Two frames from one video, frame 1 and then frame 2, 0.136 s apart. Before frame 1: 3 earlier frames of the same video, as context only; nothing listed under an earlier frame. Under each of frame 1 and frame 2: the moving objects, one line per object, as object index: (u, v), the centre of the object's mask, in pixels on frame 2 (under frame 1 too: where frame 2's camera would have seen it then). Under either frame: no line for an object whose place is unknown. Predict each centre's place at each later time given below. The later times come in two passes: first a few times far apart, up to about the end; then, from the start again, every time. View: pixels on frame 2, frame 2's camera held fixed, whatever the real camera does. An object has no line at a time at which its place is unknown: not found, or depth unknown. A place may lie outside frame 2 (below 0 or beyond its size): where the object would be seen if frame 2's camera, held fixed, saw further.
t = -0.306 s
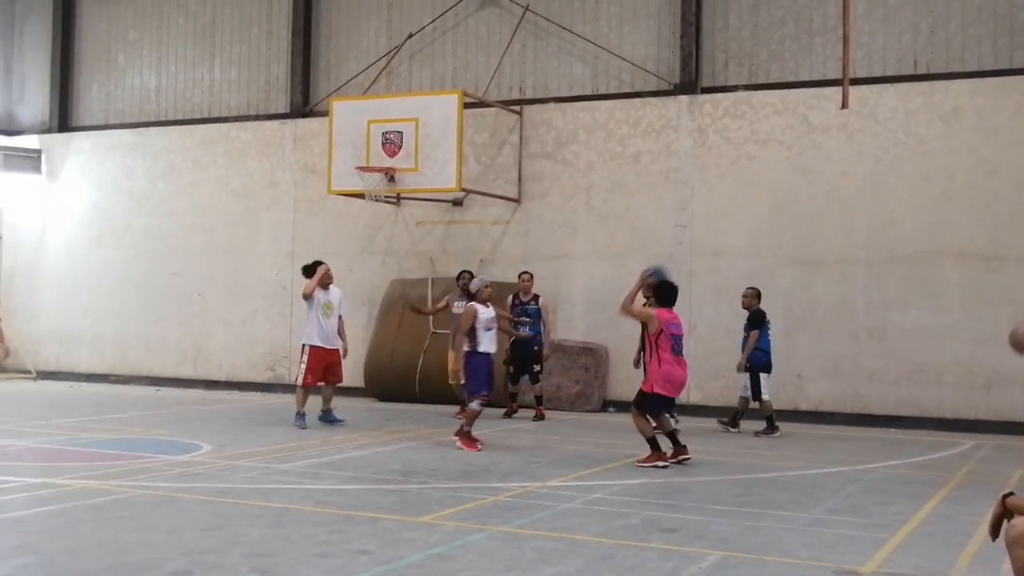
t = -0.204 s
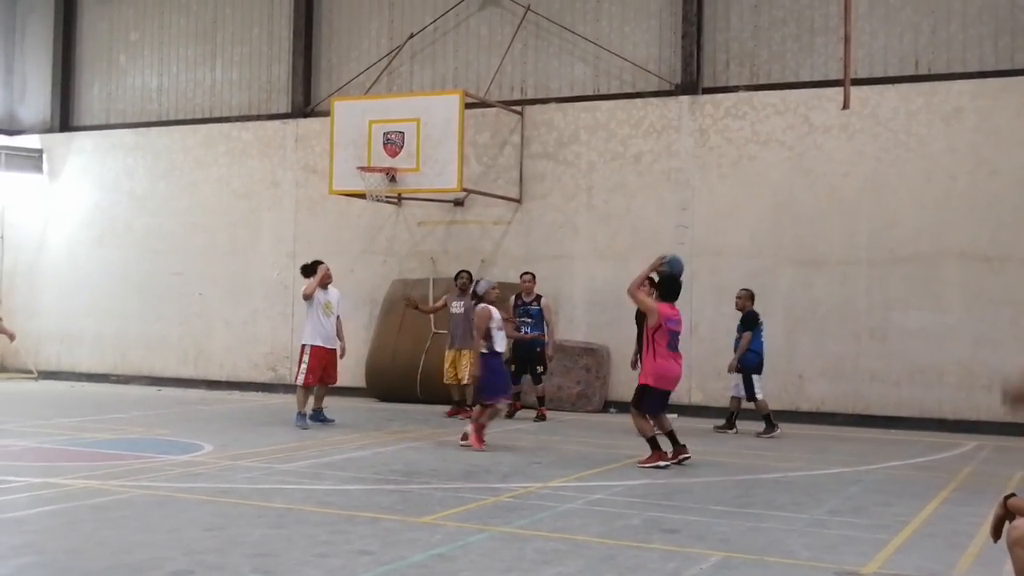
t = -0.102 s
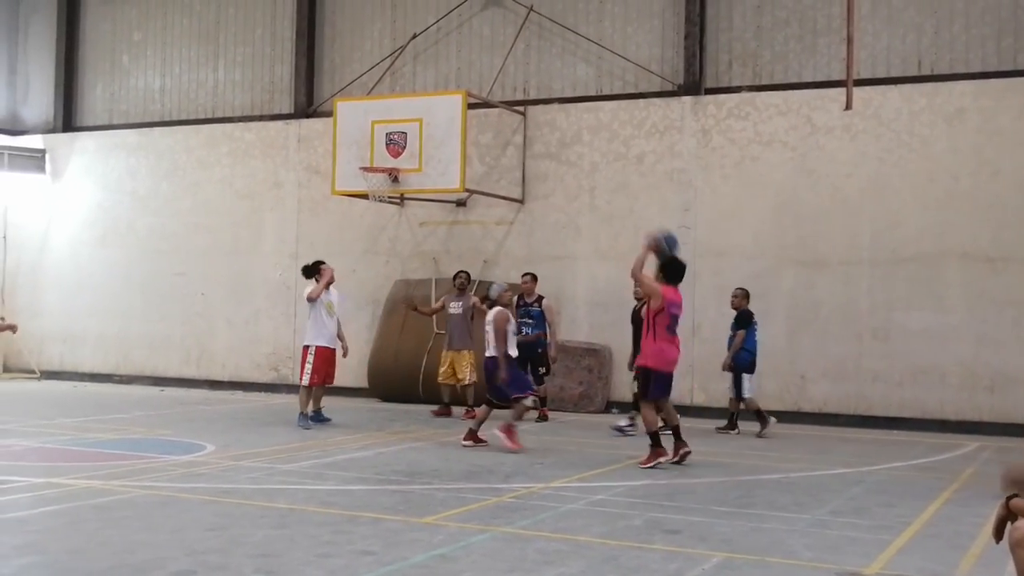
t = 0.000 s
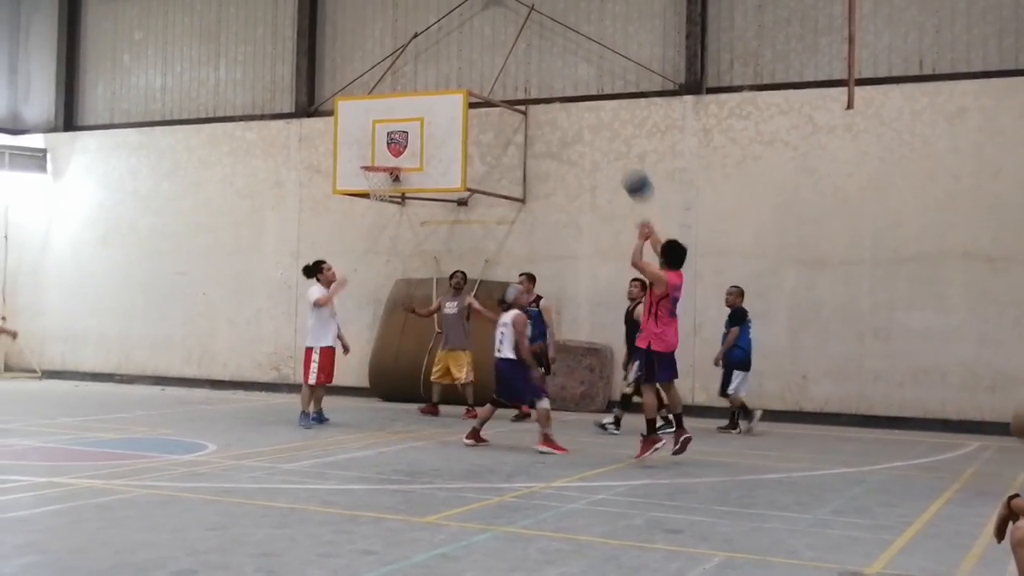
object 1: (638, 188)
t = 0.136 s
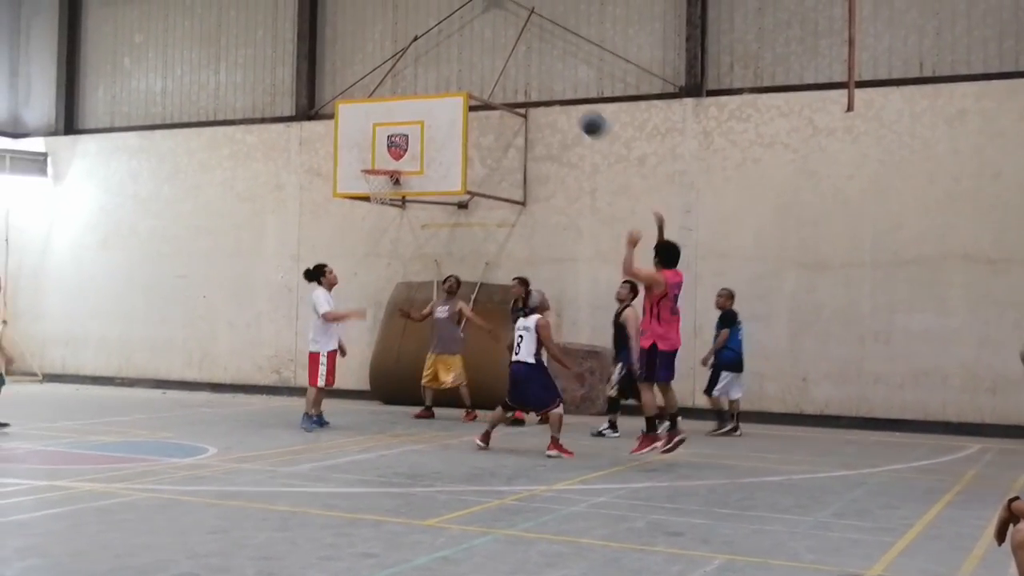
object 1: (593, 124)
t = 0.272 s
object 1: (553, 85)
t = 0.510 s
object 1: (490, 64)
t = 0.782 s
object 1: (427, 104)
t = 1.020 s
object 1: (383, 162)
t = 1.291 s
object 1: (375, 134)
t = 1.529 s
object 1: (373, 137)
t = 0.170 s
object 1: (583, 112)
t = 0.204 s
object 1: (572, 102)
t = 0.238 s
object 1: (562, 91)
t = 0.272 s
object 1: (553, 85)
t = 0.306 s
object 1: (543, 78)
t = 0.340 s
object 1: (534, 72)
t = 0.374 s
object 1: (525, 69)
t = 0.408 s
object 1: (516, 66)
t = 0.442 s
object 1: (508, 64)
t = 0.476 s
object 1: (499, 64)
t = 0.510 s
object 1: (490, 64)
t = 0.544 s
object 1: (481, 66)
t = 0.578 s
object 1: (473, 69)
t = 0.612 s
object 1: (466, 73)
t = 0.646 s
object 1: (457, 78)
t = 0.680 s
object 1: (450, 83)
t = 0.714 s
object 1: (442, 89)
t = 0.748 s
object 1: (434, 96)
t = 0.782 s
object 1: (427, 104)
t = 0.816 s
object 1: (419, 112)
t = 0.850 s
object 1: (413, 121)
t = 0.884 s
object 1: (406, 134)
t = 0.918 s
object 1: (400, 142)
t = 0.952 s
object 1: (393, 156)
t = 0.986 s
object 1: (386, 162)
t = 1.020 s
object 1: (383, 162)
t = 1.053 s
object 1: (380, 162)
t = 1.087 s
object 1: (377, 163)
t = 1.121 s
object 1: (375, 160)
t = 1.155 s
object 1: (375, 153)
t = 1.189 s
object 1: (375, 147)
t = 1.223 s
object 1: (375, 142)
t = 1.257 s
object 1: (375, 137)
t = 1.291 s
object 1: (375, 134)
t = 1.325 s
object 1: (375, 132)
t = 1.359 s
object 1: (374, 131)
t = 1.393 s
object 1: (374, 130)
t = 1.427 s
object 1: (374, 130)
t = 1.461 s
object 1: (374, 132)
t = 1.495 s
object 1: (374, 133)
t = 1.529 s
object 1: (373, 137)
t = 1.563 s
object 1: (373, 141)
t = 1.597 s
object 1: (372, 146)
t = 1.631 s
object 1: (372, 152)
